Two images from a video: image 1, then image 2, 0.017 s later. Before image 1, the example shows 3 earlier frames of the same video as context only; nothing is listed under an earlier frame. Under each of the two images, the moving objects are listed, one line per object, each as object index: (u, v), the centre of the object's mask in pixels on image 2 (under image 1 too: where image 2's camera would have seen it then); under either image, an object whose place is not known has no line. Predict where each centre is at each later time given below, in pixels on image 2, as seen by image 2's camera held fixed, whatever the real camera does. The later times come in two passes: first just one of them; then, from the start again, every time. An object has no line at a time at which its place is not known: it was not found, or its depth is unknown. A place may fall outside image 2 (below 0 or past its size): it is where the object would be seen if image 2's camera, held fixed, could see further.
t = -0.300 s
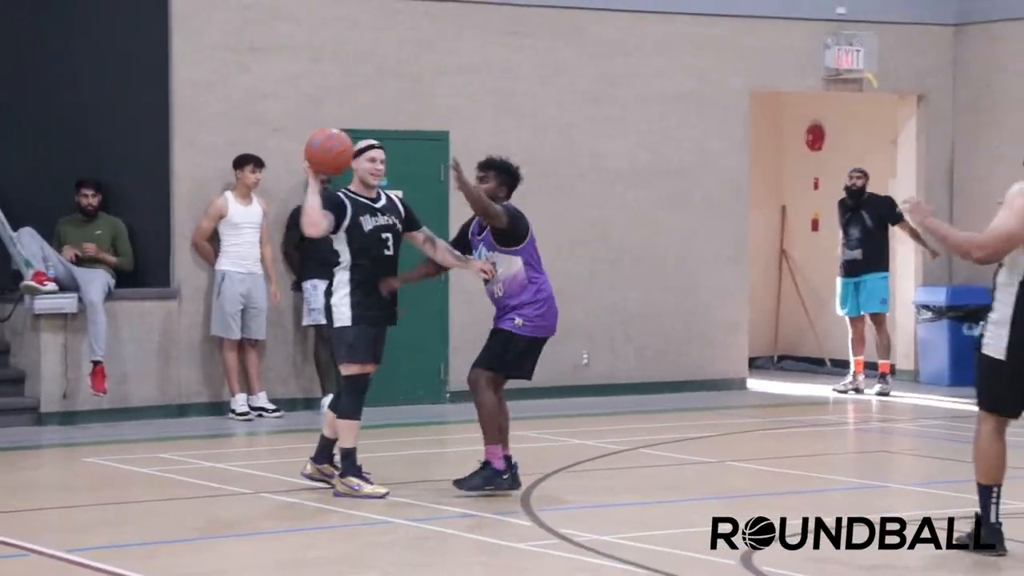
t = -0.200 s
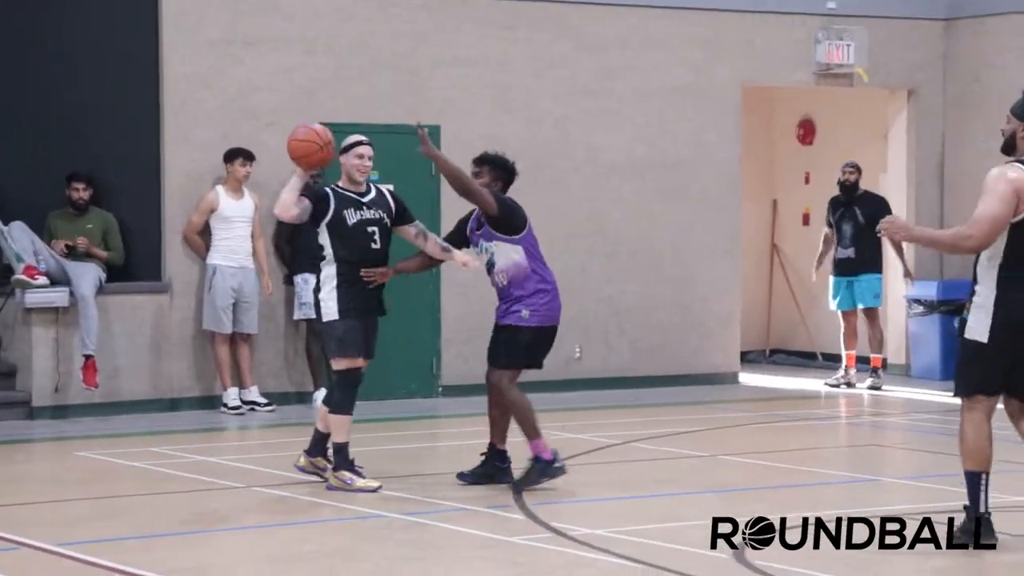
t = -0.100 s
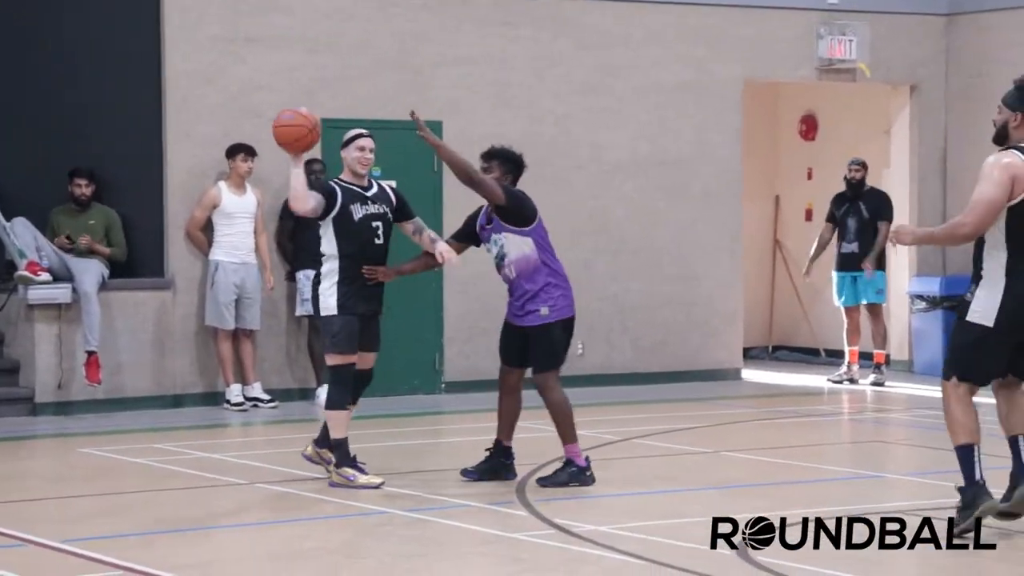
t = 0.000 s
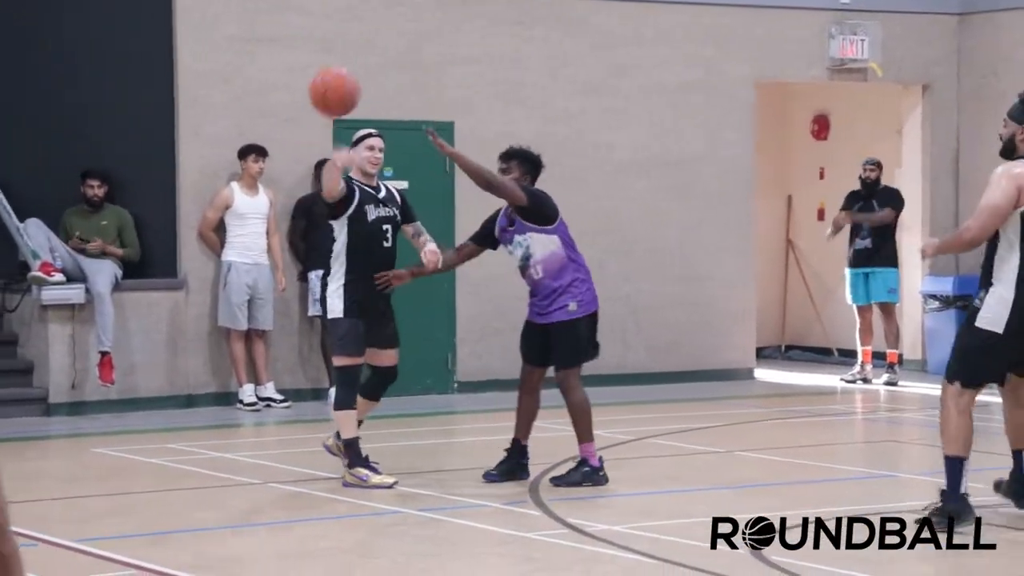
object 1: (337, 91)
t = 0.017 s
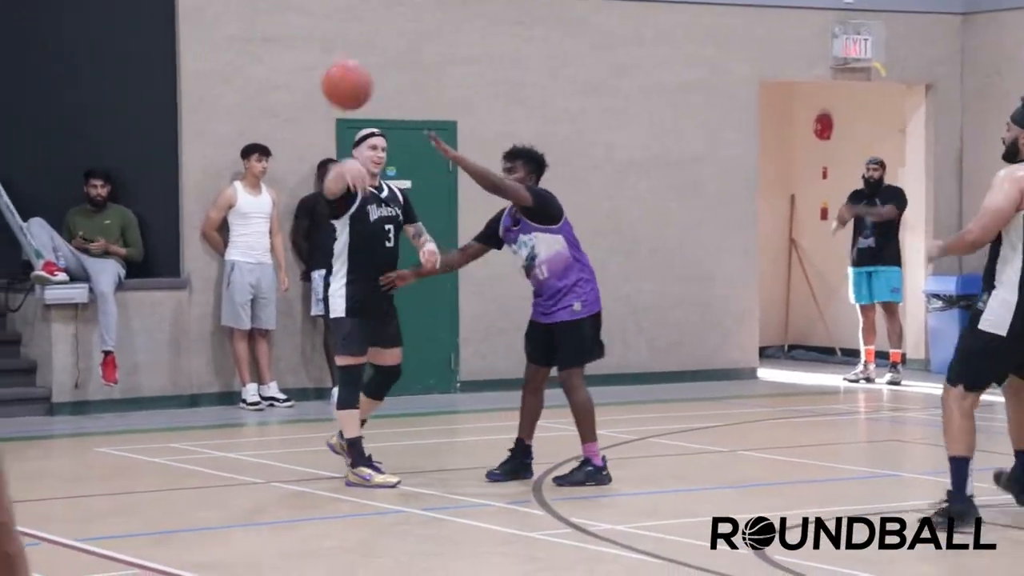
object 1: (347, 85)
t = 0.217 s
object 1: (487, 43)
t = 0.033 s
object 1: (357, 79)
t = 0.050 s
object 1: (368, 73)
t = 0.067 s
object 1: (378, 68)
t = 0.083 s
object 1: (390, 63)
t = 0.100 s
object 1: (401, 59)
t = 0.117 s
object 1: (413, 55)
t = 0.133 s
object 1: (424, 51)
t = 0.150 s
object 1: (436, 49)
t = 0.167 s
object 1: (448, 46)
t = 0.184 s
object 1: (461, 45)
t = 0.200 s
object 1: (473, 43)
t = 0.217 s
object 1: (487, 43)
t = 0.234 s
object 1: (501, 43)
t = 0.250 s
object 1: (515, 44)
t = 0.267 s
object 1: (529, 45)
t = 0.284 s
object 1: (544, 47)
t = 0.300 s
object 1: (559, 50)
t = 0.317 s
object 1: (575, 53)
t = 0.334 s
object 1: (591, 57)
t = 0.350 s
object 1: (607, 62)
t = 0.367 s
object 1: (624, 67)
